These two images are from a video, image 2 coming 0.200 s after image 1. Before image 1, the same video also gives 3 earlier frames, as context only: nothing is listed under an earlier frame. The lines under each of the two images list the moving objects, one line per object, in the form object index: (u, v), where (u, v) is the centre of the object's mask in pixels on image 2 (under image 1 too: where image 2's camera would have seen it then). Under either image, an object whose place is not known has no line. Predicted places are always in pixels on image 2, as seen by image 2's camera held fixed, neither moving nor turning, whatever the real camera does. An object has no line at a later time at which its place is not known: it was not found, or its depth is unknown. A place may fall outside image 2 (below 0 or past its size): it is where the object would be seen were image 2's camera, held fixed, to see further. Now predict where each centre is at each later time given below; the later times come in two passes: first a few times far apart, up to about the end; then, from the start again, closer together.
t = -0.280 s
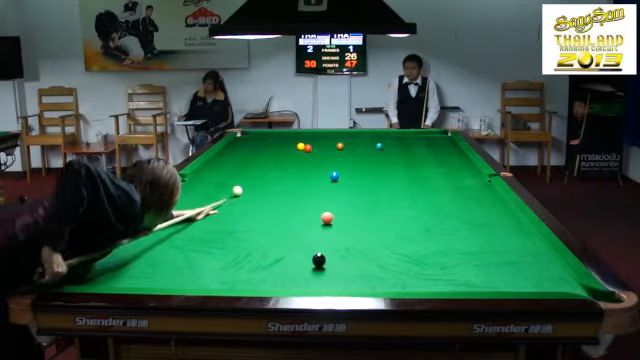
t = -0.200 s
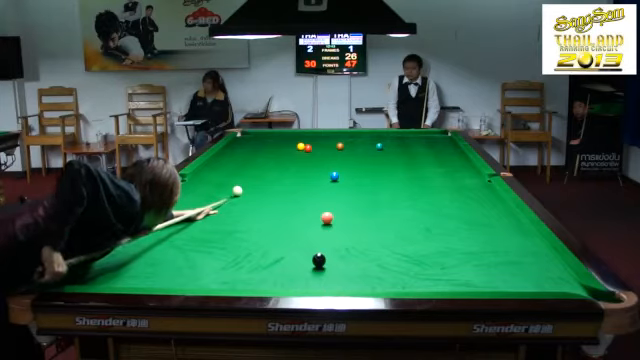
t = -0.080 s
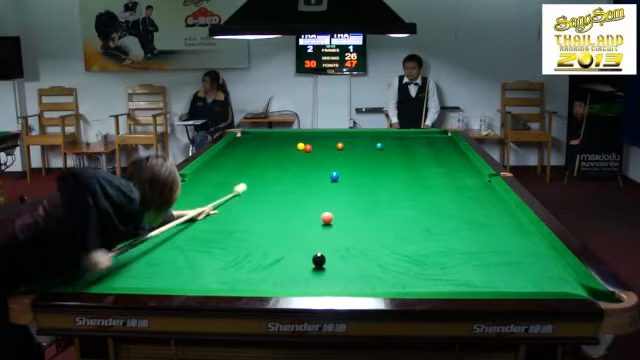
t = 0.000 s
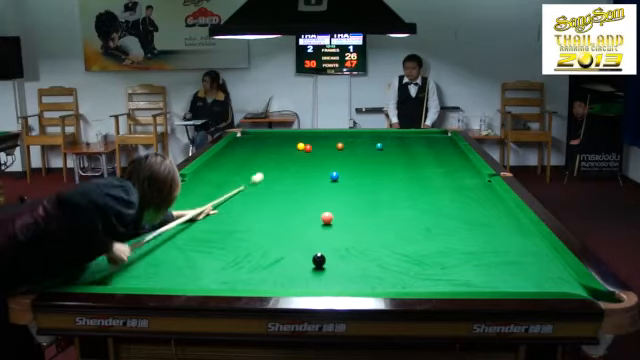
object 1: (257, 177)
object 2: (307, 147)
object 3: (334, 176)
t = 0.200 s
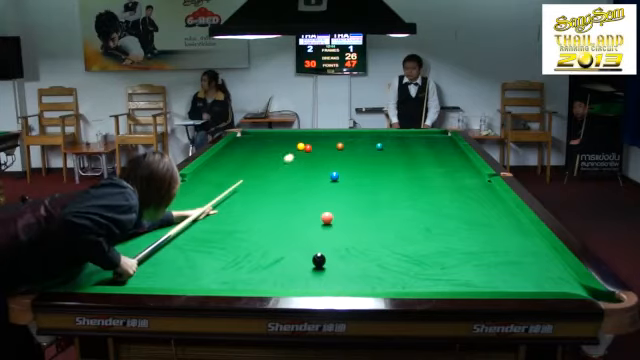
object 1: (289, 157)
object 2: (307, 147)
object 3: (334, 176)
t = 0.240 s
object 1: (293, 155)
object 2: (307, 147)
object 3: (334, 176)
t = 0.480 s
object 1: (289, 147)
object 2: (332, 143)
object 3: (334, 176)
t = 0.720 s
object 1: (270, 144)
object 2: (364, 137)
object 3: (334, 176)
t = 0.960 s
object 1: (254, 141)
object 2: (391, 132)
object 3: (334, 176)
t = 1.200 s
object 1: (238, 139)
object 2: (412, 134)
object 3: (334, 176)
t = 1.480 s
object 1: (244, 137)
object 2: (437, 139)
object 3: (334, 176)
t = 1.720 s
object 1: (254, 136)
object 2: (450, 141)
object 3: (334, 176)
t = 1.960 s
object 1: (263, 135)
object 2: (439, 145)
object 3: (334, 176)
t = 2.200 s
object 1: (271, 134)
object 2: (428, 148)
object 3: (334, 176)
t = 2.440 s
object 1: (278, 133)
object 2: (416, 151)
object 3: (334, 176)
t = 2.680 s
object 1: (285, 133)
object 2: (405, 155)
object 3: (334, 176)
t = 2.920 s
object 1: (292, 132)
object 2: (393, 158)
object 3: (334, 176)
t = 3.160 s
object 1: (296, 132)
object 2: (381, 162)
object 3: (334, 176)
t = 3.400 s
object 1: (299, 132)
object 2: (369, 166)
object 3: (334, 176)
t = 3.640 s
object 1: (301, 133)
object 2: (356, 169)
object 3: (334, 176)
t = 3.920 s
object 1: (304, 133)
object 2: (342, 173)
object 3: (333, 176)
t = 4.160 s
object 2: (337, 174)
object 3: (328, 178)
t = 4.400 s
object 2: (335, 175)
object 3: (322, 180)
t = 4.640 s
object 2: (333, 175)
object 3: (317, 182)
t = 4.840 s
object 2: (332, 176)
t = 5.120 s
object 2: (331, 175)
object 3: (306, 186)
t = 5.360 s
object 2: (332, 176)
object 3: (302, 187)
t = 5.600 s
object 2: (332, 176)
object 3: (298, 188)
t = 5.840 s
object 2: (332, 176)
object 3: (295, 190)
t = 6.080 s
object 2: (332, 176)
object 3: (292, 191)
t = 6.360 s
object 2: (332, 176)
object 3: (289, 192)
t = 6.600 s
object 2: (332, 176)
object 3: (287, 193)
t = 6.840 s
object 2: (332, 176)
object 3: (287, 193)
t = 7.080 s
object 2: (332, 176)
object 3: (286, 193)
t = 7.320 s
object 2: (332, 176)
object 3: (286, 193)
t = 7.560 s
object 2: (332, 176)
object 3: (286, 193)
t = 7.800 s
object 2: (332, 176)
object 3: (286, 193)
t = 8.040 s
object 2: (332, 176)
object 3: (286, 193)
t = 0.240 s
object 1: (293, 155)
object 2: (307, 147)
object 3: (334, 176)
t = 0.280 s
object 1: (297, 152)
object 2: (307, 147)
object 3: (334, 176)
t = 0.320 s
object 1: (301, 150)
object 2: (308, 147)
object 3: (334, 176)
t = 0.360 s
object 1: (300, 148)
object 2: (312, 147)
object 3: (334, 176)
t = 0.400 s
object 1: (295, 148)
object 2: (320, 145)
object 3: (334, 176)
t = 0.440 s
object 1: (292, 147)
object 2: (326, 144)
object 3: (334, 176)
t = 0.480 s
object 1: (289, 147)
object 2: (332, 143)
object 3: (334, 176)
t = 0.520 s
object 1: (286, 146)
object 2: (339, 140)
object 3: (334, 176)
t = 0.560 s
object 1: (283, 146)
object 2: (344, 140)
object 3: (334, 176)
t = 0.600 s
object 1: (280, 145)
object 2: (350, 139)
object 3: (334, 176)
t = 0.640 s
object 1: (277, 144)
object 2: (354, 139)
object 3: (334, 176)
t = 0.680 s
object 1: (274, 144)
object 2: (359, 138)
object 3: (334, 176)
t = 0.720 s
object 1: (270, 144)
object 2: (364, 137)
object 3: (334, 176)
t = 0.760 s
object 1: (268, 143)
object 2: (368, 136)
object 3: (334, 176)
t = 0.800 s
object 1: (265, 143)
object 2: (373, 135)
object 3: (334, 176)
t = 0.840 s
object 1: (262, 142)
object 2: (378, 134)
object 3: (334, 176)
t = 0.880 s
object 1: (259, 142)
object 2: (382, 134)
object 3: (334, 176)
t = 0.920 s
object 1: (256, 141)
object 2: (387, 132)
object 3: (334, 176)
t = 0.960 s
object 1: (254, 141)
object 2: (391, 132)
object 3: (334, 176)
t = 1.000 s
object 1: (251, 141)
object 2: (395, 132)
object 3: (334, 176)
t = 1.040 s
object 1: (248, 140)
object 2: (398, 132)
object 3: (334, 176)
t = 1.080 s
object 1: (246, 140)
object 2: (401, 133)
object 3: (334, 176)
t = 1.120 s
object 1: (243, 140)
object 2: (404, 133)
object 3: (334, 176)
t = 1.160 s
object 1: (241, 139)
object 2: (408, 134)
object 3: (334, 176)
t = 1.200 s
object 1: (238, 139)
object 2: (412, 134)
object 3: (334, 176)
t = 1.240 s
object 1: (236, 138)
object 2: (415, 135)
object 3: (334, 176)
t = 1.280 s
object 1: (235, 138)
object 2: (419, 136)
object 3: (334, 176)
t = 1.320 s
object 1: (238, 138)
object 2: (422, 136)
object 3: (334, 176)
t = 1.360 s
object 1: (239, 138)
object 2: (426, 137)
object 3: (334, 176)
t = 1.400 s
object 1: (241, 138)
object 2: (429, 137)
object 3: (334, 176)
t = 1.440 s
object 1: (243, 138)
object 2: (433, 138)
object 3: (334, 176)
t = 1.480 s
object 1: (244, 137)
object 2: (437, 139)
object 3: (334, 176)
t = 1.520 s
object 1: (246, 137)
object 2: (440, 139)
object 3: (334, 176)
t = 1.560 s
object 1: (247, 137)
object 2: (444, 139)
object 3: (334, 176)
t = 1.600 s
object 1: (249, 137)
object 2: (448, 140)
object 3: (334, 176)
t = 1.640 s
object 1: (251, 136)
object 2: (451, 140)
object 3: (334, 176)
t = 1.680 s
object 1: (252, 136)
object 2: (451, 140)
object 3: (334, 176)
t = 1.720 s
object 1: (254, 136)
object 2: (450, 141)
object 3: (334, 176)
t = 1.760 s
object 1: (255, 136)
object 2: (448, 141)
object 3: (334, 176)
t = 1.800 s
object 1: (257, 136)
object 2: (446, 142)
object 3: (334, 176)
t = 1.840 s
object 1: (258, 136)
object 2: (444, 143)
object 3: (334, 176)
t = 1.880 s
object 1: (260, 135)
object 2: (442, 144)
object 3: (334, 176)
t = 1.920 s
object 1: (261, 135)
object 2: (441, 144)
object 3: (334, 176)
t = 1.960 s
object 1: (263, 135)
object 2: (439, 145)
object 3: (334, 176)
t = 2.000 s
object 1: (264, 135)
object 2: (437, 145)
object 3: (334, 176)
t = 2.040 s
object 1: (266, 135)
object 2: (435, 146)
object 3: (334, 176)
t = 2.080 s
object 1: (267, 135)
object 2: (433, 147)
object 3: (334, 176)
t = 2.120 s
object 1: (268, 134)
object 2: (431, 147)
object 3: (334, 176)
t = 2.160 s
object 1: (269, 134)
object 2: (429, 147)
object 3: (334, 176)
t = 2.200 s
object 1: (271, 134)
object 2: (428, 148)
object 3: (334, 176)
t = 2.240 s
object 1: (272, 134)
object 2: (425, 149)
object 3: (334, 176)
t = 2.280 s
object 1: (273, 134)
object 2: (424, 149)
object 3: (334, 176)
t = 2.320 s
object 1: (275, 134)
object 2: (422, 150)
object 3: (334, 176)
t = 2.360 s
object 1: (276, 134)
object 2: (420, 150)
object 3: (334, 176)
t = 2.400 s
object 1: (277, 133)
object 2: (418, 151)
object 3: (334, 176)
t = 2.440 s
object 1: (278, 133)
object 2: (416, 151)
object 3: (334, 176)
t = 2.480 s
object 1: (280, 133)
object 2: (414, 152)
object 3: (334, 176)
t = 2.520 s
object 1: (281, 133)
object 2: (412, 153)
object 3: (334, 176)
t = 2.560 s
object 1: (282, 133)
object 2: (411, 153)
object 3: (334, 176)
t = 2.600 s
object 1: (283, 133)
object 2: (408, 154)
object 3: (334, 176)
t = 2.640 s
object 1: (284, 133)
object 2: (407, 154)
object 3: (334, 176)
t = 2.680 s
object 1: (285, 133)
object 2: (405, 155)
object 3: (334, 176)
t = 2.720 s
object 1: (287, 133)
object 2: (403, 155)
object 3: (334, 176)
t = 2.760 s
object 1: (288, 132)
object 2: (401, 156)
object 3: (334, 176)
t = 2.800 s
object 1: (289, 132)
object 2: (399, 156)
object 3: (334, 176)
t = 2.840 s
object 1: (290, 132)
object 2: (397, 157)
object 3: (334, 176)
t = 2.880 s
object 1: (291, 132)
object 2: (395, 158)
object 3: (334, 176)
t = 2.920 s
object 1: (292, 132)
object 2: (393, 158)
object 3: (334, 176)
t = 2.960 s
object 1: (293, 132)
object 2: (391, 159)
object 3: (334, 176)
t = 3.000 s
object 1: (293, 132)
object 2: (389, 160)
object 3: (334, 176)
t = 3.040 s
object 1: (294, 132)
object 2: (387, 160)
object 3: (334, 176)
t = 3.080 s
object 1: (295, 132)
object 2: (385, 161)
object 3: (334, 176)
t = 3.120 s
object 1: (295, 132)
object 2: (383, 161)
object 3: (334, 176)
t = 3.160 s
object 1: (296, 132)
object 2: (381, 162)
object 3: (334, 176)
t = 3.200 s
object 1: (296, 132)
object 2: (379, 162)
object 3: (334, 176)
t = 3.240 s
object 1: (297, 132)
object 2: (377, 163)
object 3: (334, 176)
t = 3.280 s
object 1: (297, 132)
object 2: (374, 164)
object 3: (334, 176)
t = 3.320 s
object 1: (298, 132)
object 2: (373, 164)
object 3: (334, 176)
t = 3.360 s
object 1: (298, 132)
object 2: (371, 165)
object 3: (334, 176)
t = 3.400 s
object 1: (299, 132)
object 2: (369, 166)
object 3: (334, 176)
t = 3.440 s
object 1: (299, 132)
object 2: (366, 166)
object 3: (334, 176)
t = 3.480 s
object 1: (300, 132)
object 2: (365, 167)
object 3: (334, 176)
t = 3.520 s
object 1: (300, 132)
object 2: (363, 167)
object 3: (334, 176)
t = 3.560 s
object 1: (300, 132)
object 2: (360, 168)
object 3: (334, 176)
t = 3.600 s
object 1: (301, 133)
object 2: (358, 169)
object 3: (334, 176)
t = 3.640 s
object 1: (301, 133)
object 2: (356, 169)
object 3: (334, 176)
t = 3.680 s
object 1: (302, 133)
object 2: (354, 170)
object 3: (334, 176)
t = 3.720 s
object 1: (302, 133)
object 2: (352, 170)
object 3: (334, 176)
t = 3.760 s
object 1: (303, 133)
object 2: (350, 171)
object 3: (334, 176)
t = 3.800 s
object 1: (303, 133)
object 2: (348, 172)
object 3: (334, 176)
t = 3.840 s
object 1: (303, 133)
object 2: (346, 172)
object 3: (334, 176)
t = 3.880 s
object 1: (304, 133)
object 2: (344, 173)
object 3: (334, 176)
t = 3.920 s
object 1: (304, 133)
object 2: (342, 173)
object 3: (333, 176)
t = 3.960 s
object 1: (304, 133)
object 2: (340, 174)
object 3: (334, 176)
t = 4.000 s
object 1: (304, 133)
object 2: (339, 174)
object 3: (333, 176)
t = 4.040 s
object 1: (305, 133)
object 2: (339, 174)
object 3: (332, 177)
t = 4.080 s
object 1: (305, 133)
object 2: (338, 174)
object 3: (330, 177)
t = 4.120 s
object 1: (305, 133)
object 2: (338, 174)
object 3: (330, 177)
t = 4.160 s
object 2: (337, 174)
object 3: (328, 178)
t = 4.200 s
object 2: (337, 174)
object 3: (328, 178)
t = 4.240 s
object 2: (336, 175)
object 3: (326, 178)
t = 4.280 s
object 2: (336, 175)
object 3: (326, 179)
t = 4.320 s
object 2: (335, 175)
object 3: (324, 180)
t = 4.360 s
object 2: (335, 175)
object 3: (323, 180)
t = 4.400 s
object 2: (335, 175)
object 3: (322, 180)
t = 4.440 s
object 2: (334, 175)
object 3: (321, 180)
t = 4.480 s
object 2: (334, 175)
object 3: (320, 181)
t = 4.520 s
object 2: (333, 175)
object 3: (319, 181)
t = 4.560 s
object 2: (333, 175)
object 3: (318, 182)
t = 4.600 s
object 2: (333, 175)
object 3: (318, 182)
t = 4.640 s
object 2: (333, 175)
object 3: (317, 182)
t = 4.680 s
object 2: (333, 175)
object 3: (316, 182)
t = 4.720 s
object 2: (333, 175)
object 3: (315, 183)
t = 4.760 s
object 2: (333, 175)
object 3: (314, 183)
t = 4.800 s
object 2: (333, 176)
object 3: (313, 184)
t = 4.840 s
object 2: (332, 176)
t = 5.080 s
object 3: (307, 186)
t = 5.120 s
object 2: (331, 175)
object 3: (306, 186)
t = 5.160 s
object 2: (332, 176)
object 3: (306, 186)
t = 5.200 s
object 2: (332, 176)
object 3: (305, 187)
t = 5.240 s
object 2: (332, 176)
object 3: (304, 187)
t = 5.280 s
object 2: (332, 176)
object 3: (303, 187)
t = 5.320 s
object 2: (332, 176)
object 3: (303, 187)
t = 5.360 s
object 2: (332, 176)
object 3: (302, 187)
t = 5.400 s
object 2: (332, 176)
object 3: (301, 187)
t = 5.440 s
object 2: (332, 176)
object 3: (301, 188)
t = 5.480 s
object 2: (332, 176)
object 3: (300, 188)
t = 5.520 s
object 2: (332, 176)
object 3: (299, 188)
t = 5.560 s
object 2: (332, 176)
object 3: (299, 188)
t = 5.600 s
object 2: (332, 176)
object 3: (298, 188)
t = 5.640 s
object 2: (332, 176)
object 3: (297, 189)
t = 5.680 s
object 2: (332, 176)
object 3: (297, 189)
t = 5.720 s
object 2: (332, 176)
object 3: (296, 189)
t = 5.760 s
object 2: (332, 176)
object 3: (296, 190)
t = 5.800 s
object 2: (332, 176)
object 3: (295, 190)
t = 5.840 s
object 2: (332, 176)
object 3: (295, 190)
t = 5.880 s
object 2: (332, 176)
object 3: (294, 190)
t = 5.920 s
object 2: (332, 176)
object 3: (293, 190)
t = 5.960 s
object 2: (332, 176)
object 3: (293, 191)
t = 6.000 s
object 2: (332, 176)
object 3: (293, 191)
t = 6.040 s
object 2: (332, 176)
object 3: (292, 191)
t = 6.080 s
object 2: (332, 176)
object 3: (292, 191)
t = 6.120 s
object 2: (332, 176)
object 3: (291, 191)
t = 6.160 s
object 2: (332, 176)
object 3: (291, 191)
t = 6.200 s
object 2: (332, 176)
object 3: (290, 191)
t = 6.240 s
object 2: (332, 176)
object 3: (290, 191)
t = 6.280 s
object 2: (332, 176)
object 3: (290, 192)
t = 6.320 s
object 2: (332, 176)
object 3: (289, 192)
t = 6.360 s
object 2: (332, 176)
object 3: (289, 192)
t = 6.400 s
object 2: (332, 176)
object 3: (289, 192)
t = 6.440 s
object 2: (332, 176)
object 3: (289, 192)
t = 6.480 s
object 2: (332, 176)
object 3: (288, 192)
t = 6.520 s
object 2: (332, 176)
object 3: (288, 193)
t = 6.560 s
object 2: (332, 176)
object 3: (288, 192)
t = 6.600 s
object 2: (332, 176)
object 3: (287, 193)
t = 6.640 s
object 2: (332, 176)
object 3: (288, 193)
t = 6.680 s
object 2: (332, 176)
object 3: (287, 193)
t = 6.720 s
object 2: (332, 176)
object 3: (287, 193)
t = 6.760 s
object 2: (332, 176)
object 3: (287, 193)
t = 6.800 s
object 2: (332, 176)
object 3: (287, 193)
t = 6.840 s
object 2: (332, 176)
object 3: (287, 193)
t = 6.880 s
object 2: (332, 176)
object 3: (287, 193)
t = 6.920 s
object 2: (332, 176)
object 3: (286, 193)
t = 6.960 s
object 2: (332, 176)
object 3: (286, 193)
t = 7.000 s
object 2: (332, 176)
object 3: (286, 193)
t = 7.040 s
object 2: (332, 176)
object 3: (286, 193)
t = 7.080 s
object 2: (332, 176)
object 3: (286, 193)
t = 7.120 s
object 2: (332, 176)
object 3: (286, 193)
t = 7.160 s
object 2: (332, 176)
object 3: (286, 193)
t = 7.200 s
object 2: (332, 176)
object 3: (286, 193)
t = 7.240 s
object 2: (332, 176)
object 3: (286, 193)
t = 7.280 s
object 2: (332, 176)
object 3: (286, 193)
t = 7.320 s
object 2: (332, 176)
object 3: (286, 193)
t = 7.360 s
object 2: (332, 176)
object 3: (286, 193)
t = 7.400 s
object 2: (332, 176)
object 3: (286, 193)
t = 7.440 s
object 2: (332, 176)
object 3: (286, 193)
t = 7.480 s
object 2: (332, 176)
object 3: (286, 193)
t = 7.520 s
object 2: (332, 176)
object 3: (286, 193)
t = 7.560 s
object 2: (332, 176)
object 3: (286, 193)
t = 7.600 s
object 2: (332, 176)
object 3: (286, 193)
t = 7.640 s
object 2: (332, 176)
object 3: (286, 193)
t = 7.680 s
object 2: (332, 176)
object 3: (286, 193)
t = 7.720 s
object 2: (332, 176)
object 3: (286, 193)
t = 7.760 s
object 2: (332, 176)
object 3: (286, 193)
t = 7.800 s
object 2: (332, 176)
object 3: (286, 193)
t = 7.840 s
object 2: (332, 176)
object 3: (286, 193)
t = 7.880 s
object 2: (332, 176)
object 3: (286, 193)
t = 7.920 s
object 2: (332, 176)
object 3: (286, 193)
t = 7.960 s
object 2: (332, 176)
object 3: (286, 193)
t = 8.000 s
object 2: (332, 176)
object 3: (286, 193)
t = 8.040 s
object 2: (332, 176)
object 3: (286, 193)
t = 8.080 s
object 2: (332, 176)
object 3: (286, 193)
